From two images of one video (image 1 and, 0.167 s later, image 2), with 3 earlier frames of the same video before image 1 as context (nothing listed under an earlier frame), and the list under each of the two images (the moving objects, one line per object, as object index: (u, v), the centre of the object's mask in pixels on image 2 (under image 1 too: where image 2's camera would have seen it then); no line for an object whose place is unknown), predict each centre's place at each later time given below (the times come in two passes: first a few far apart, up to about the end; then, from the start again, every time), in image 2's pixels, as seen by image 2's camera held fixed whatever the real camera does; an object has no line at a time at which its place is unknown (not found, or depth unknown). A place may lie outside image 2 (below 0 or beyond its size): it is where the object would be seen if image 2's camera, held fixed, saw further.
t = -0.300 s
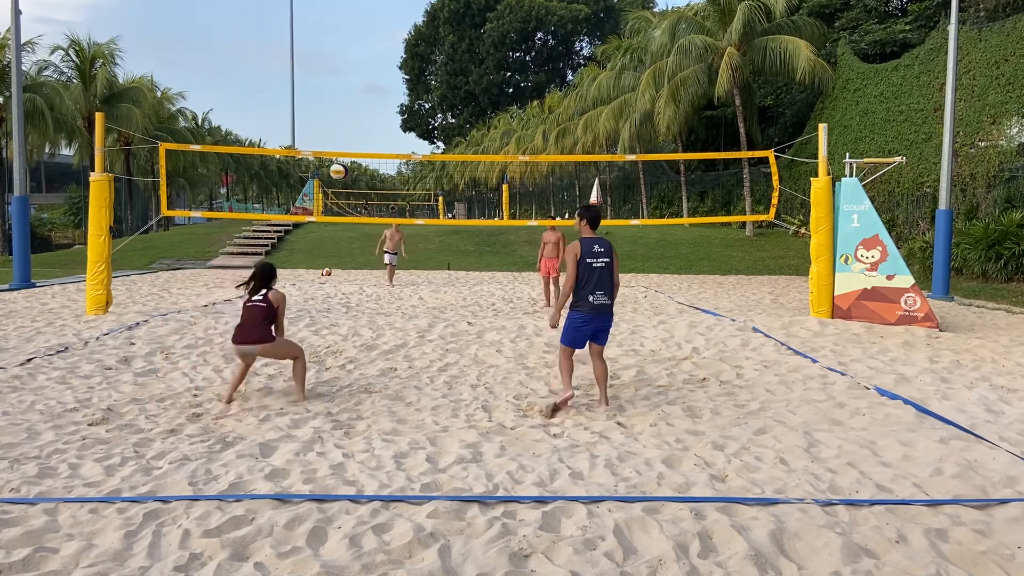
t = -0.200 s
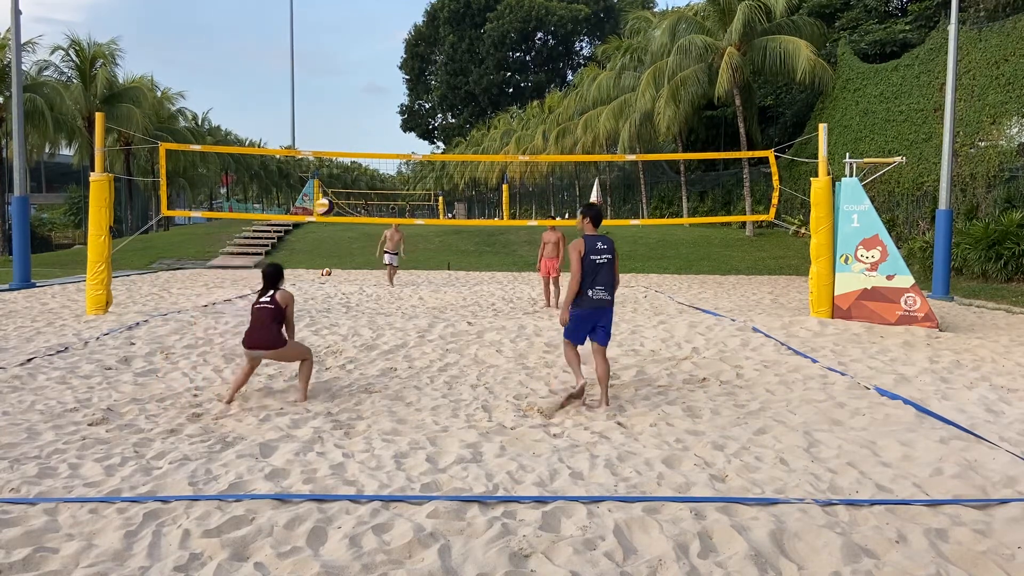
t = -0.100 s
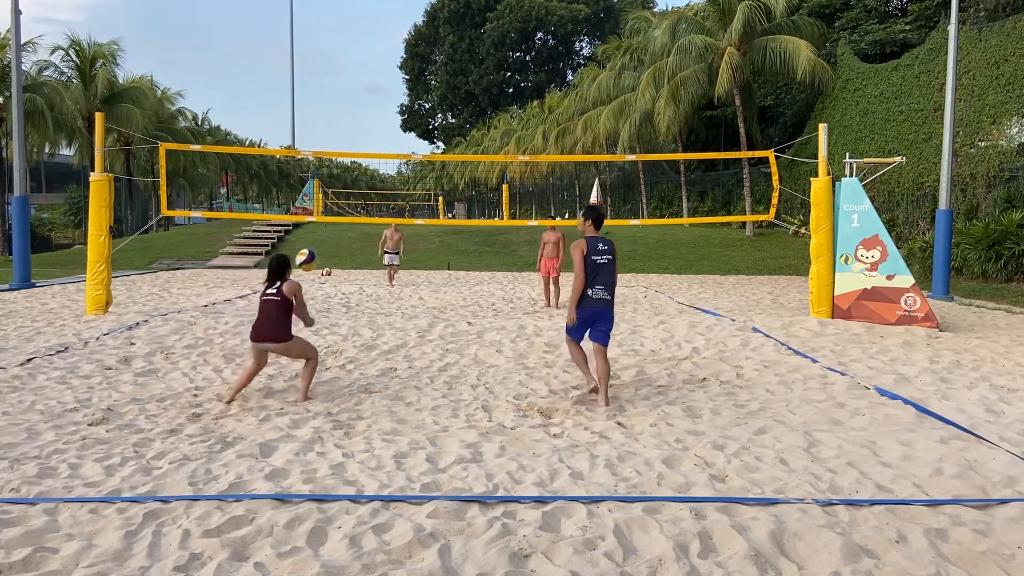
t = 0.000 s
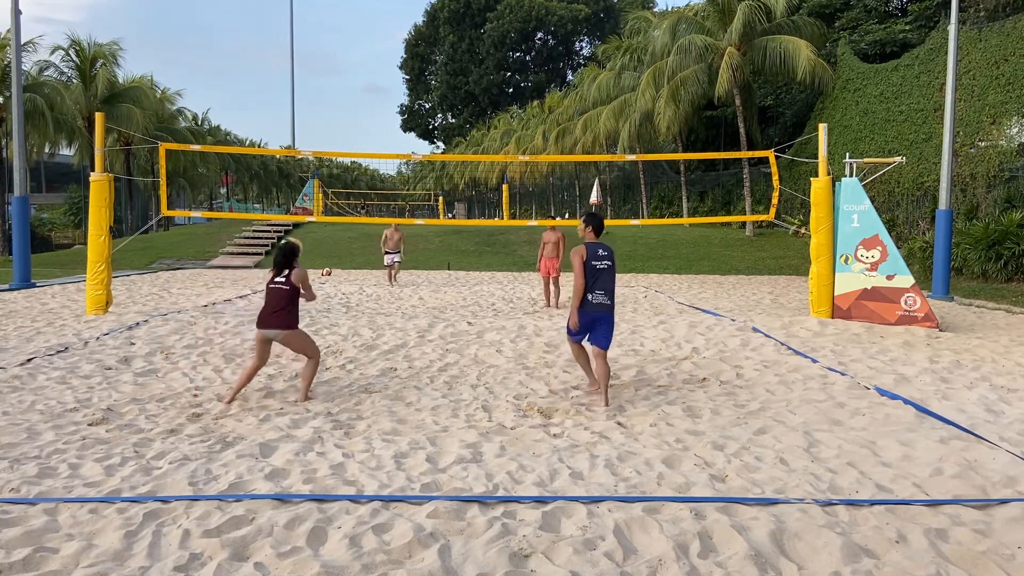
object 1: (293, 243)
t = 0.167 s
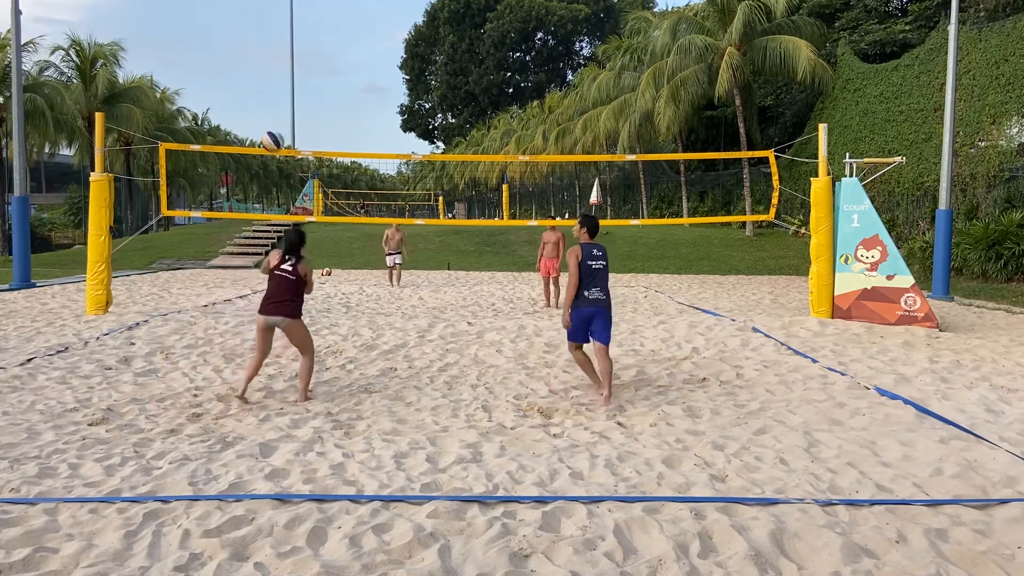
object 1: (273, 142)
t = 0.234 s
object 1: (266, 109)
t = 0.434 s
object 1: (248, 44)
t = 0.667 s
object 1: (230, 21)
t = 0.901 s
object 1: (218, 46)
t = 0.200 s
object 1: (269, 125)
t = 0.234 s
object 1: (266, 109)
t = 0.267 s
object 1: (263, 95)
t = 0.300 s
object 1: (259, 82)
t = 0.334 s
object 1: (256, 71)
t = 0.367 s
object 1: (253, 61)
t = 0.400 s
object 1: (250, 51)
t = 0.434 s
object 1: (248, 44)
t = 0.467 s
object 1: (245, 37)
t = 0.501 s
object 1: (242, 32)
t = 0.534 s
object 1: (240, 27)
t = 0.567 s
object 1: (237, 24)
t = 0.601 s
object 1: (235, 22)
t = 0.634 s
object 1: (233, 21)
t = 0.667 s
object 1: (230, 21)
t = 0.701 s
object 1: (229, 22)
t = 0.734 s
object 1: (226, 23)
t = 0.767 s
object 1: (225, 26)
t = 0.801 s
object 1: (223, 30)
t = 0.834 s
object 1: (221, 35)
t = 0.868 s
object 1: (219, 40)
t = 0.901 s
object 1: (218, 46)
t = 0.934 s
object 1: (216, 53)
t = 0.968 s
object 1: (215, 61)
